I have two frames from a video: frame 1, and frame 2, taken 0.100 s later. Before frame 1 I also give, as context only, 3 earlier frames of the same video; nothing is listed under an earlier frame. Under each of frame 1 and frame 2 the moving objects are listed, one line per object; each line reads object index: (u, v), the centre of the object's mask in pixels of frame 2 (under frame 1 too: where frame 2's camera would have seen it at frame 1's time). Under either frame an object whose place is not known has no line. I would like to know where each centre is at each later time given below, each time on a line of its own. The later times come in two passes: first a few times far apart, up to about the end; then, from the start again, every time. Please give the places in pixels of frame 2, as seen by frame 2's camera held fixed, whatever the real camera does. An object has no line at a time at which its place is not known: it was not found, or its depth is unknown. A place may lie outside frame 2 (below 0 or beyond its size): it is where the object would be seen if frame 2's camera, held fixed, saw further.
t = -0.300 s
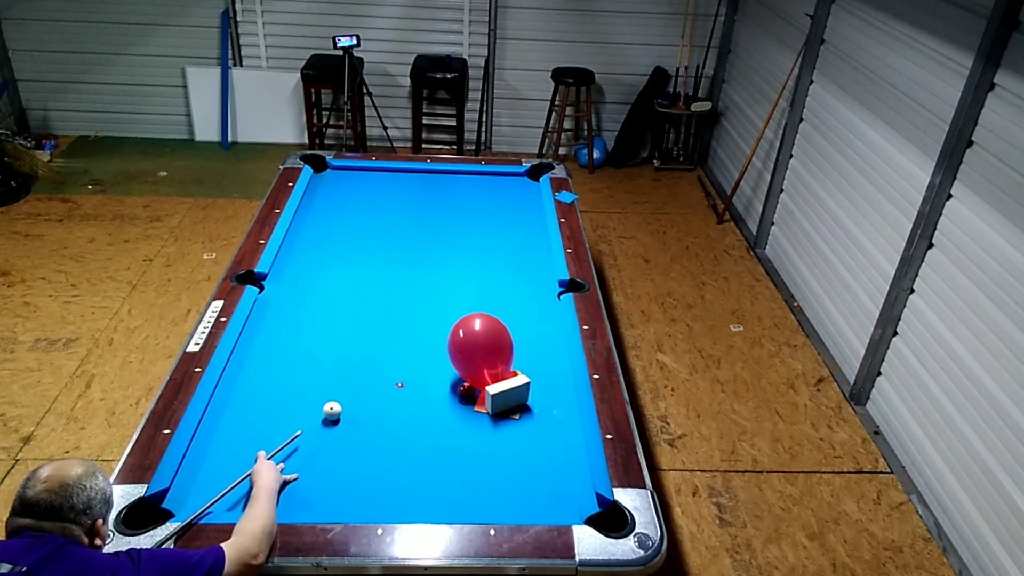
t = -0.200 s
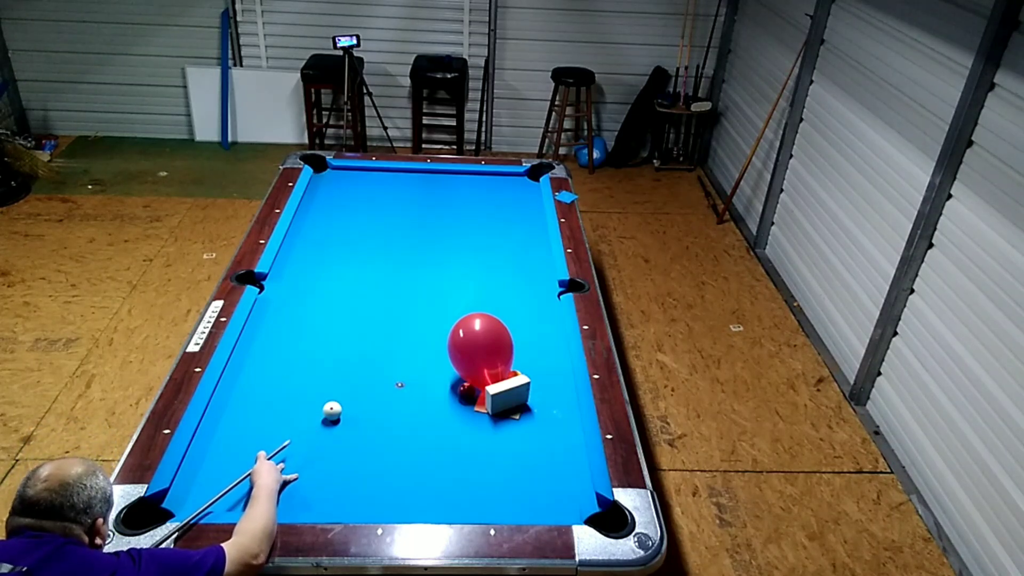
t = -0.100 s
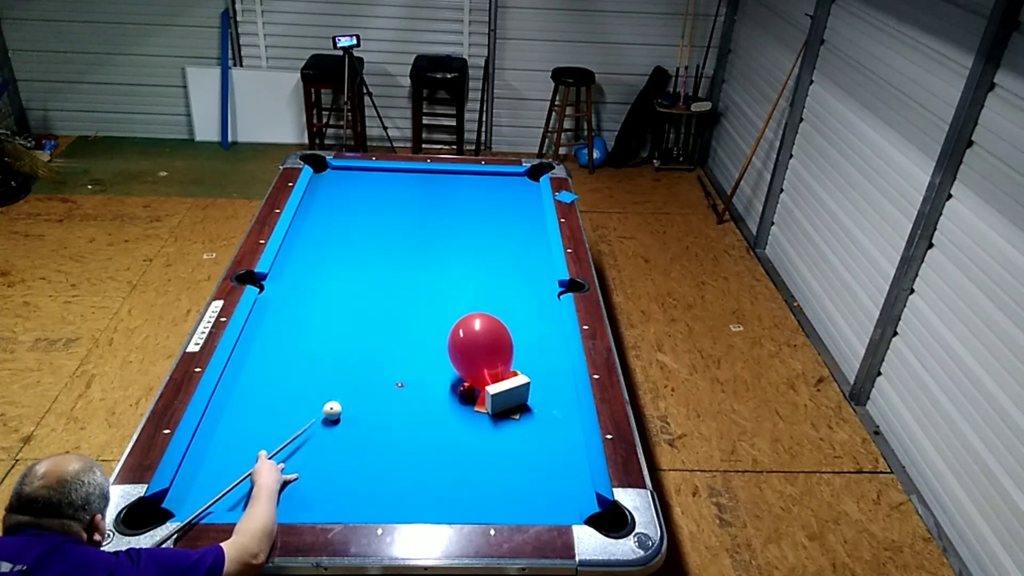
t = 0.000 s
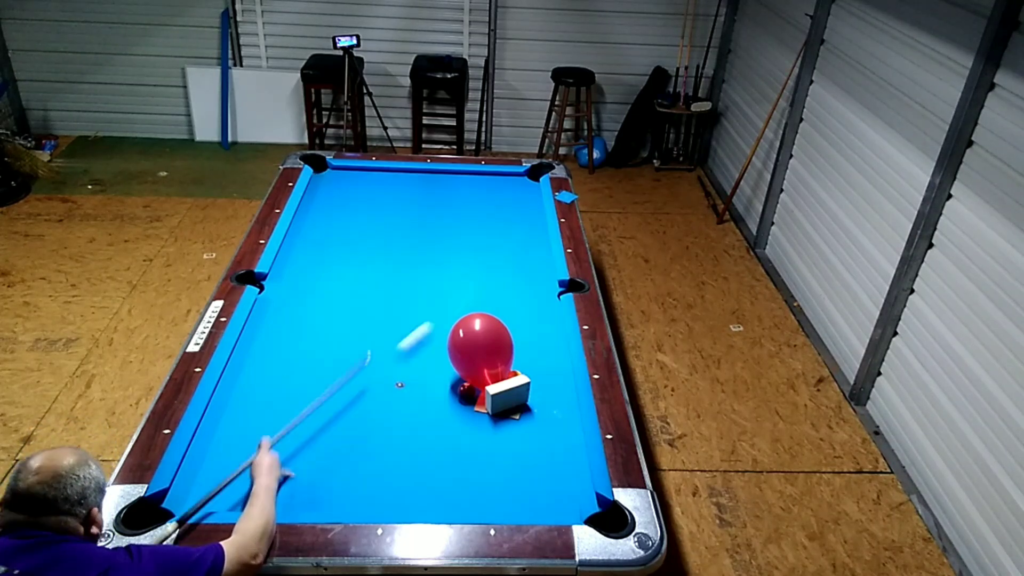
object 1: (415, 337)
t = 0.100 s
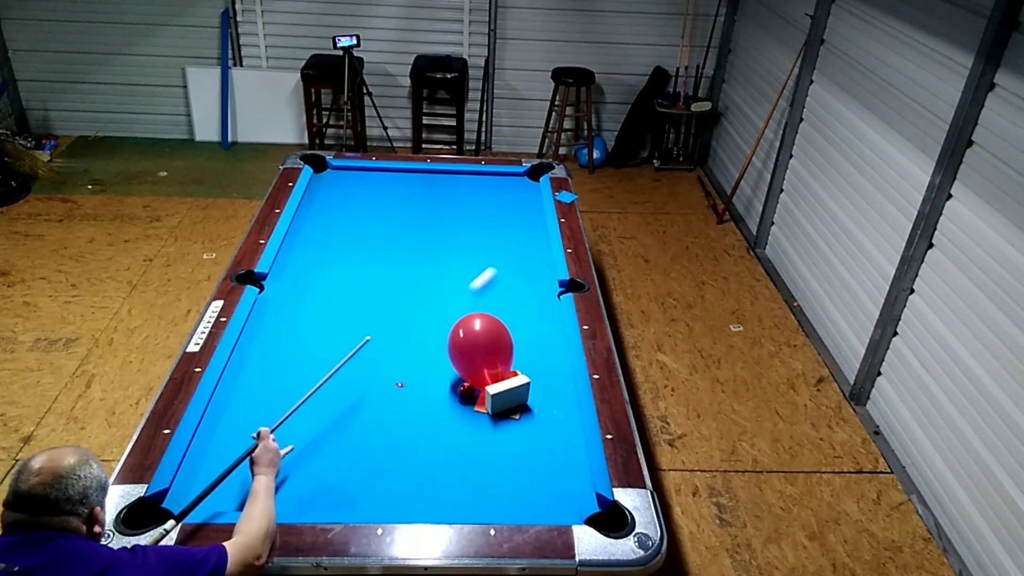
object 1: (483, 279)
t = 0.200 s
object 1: (532, 236)
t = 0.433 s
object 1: (479, 174)
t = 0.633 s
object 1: (406, 203)
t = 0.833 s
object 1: (325, 229)
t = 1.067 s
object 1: (316, 268)
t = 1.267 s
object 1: (351, 307)
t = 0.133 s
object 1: (501, 263)
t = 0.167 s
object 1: (517, 249)
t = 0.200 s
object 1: (532, 236)
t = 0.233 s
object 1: (538, 224)
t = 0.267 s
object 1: (527, 214)
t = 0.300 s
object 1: (515, 204)
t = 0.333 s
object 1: (505, 195)
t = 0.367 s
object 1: (496, 186)
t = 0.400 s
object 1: (487, 177)
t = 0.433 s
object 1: (479, 174)
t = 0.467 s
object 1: (467, 179)
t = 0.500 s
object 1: (456, 184)
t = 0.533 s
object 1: (444, 189)
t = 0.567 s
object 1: (432, 194)
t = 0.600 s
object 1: (419, 199)
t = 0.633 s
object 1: (406, 203)
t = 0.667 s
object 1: (393, 208)
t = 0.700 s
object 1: (380, 212)
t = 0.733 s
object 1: (367, 216)
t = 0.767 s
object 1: (353, 221)
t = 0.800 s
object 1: (339, 225)
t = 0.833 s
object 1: (325, 229)
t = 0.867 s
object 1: (310, 234)
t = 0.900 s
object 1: (295, 239)
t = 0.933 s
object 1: (291, 244)
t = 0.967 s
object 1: (298, 250)
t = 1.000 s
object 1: (304, 256)
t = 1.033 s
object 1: (310, 262)
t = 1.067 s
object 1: (316, 268)
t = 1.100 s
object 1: (321, 274)
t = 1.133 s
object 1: (327, 280)
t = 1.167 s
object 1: (333, 287)
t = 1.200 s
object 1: (339, 293)
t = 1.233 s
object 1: (345, 300)
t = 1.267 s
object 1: (351, 307)
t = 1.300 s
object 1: (357, 314)
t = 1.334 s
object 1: (364, 321)
